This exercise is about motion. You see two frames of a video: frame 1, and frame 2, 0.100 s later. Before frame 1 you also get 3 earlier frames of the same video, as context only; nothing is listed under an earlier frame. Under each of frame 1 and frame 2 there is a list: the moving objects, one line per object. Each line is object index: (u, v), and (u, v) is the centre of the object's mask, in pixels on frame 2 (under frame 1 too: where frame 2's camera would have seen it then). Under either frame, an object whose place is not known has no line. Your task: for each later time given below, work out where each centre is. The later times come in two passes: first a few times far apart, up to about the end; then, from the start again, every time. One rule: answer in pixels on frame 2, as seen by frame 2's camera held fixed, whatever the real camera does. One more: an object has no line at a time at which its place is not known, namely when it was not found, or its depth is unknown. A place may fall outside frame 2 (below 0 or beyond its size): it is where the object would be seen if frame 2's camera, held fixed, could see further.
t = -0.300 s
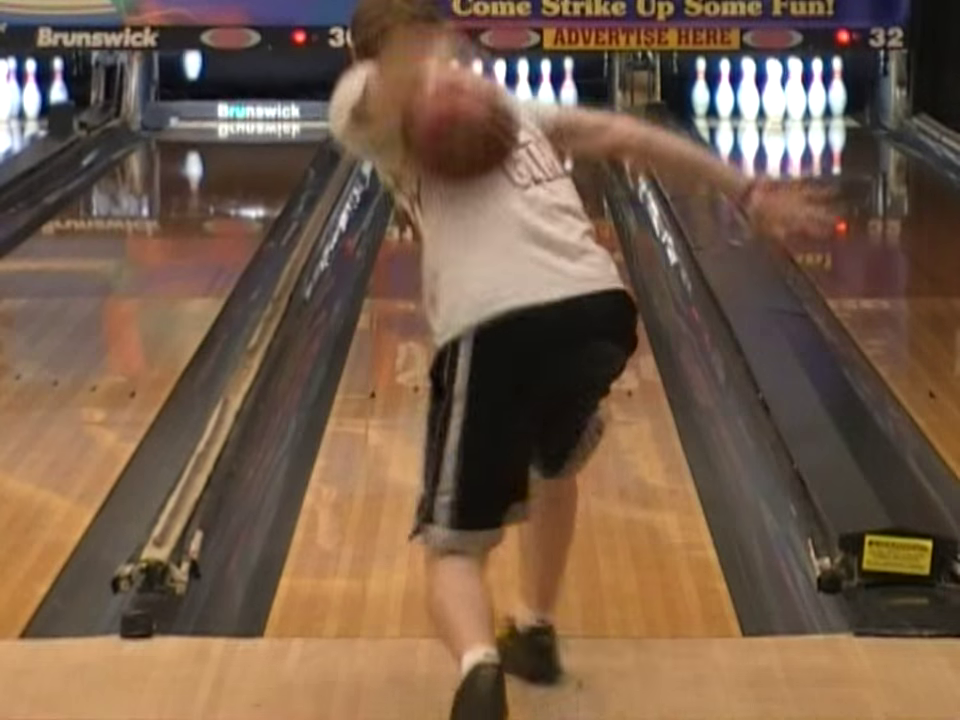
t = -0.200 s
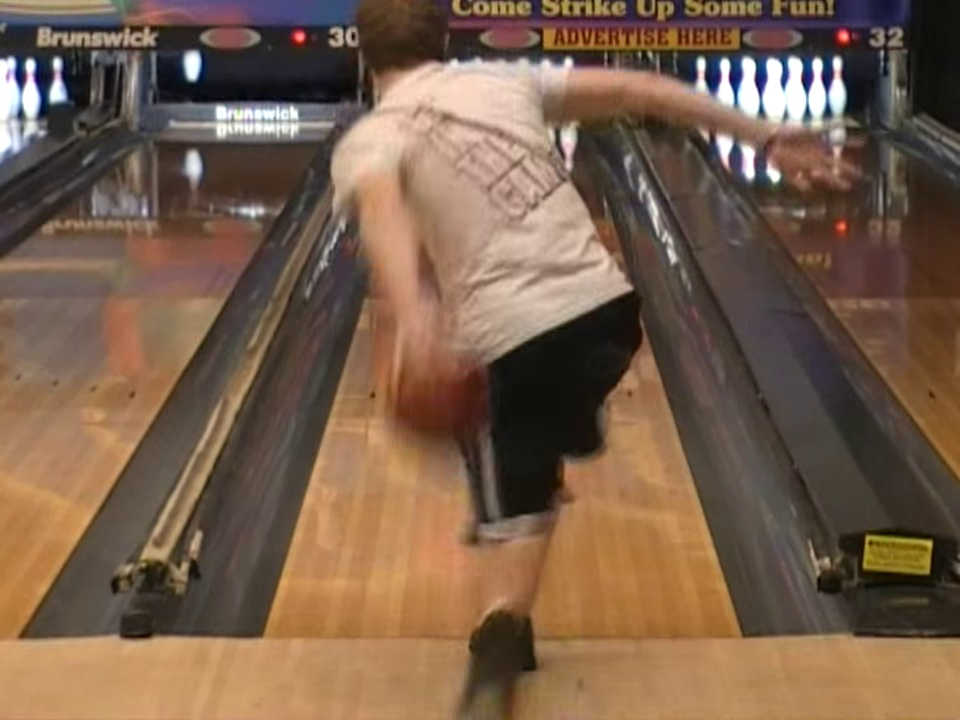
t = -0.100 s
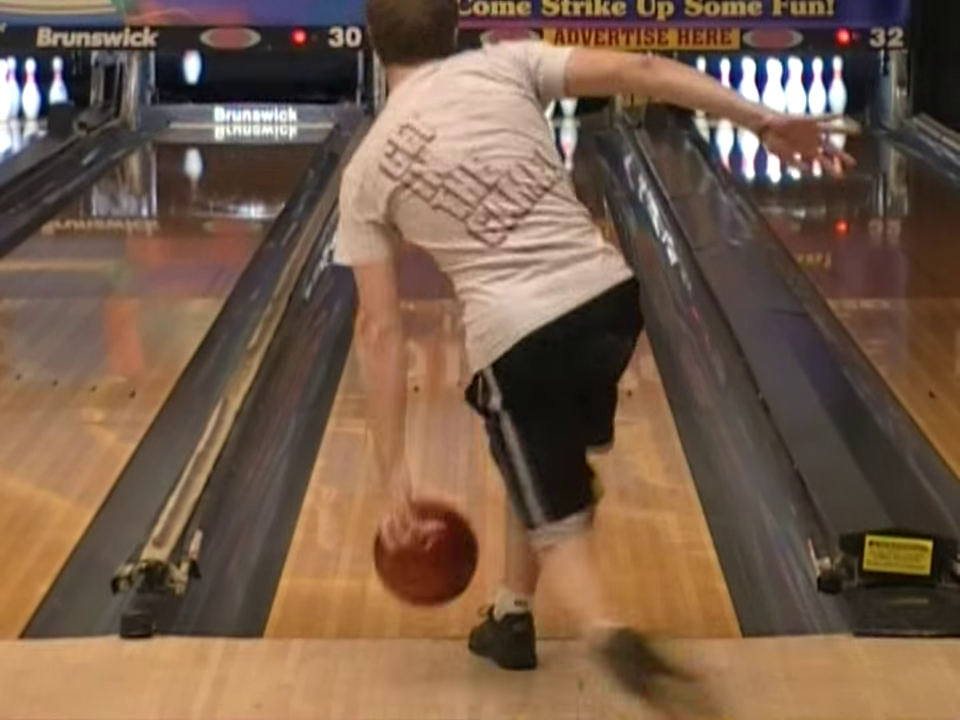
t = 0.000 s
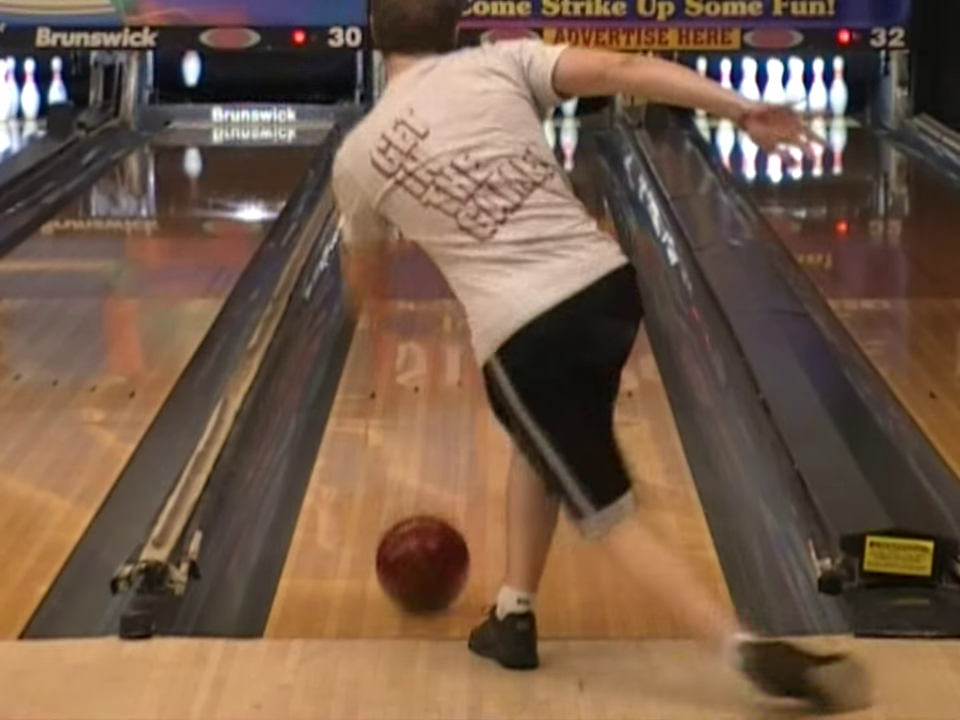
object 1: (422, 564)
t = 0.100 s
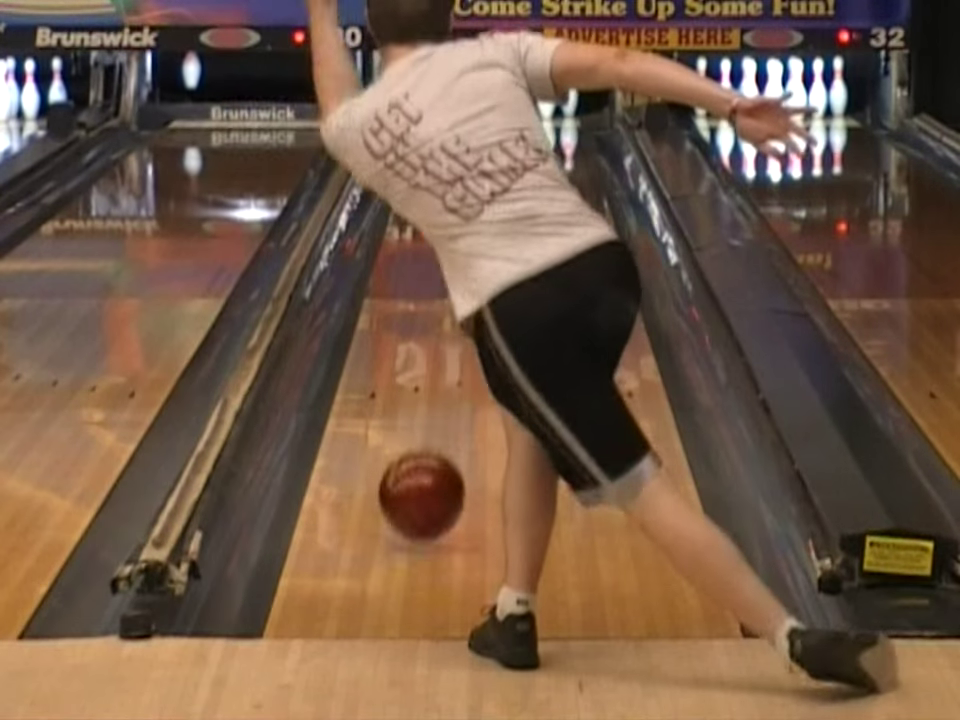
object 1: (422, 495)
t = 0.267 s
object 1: (421, 425)
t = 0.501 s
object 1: (421, 343)
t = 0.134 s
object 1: (421, 484)
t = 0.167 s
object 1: (421, 469)
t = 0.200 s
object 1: (421, 453)
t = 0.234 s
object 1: (421, 439)
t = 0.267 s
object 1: (421, 425)
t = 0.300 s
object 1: (421, 412)
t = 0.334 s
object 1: (421, 399)
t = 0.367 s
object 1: (421, 386)
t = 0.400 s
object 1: (421, 375)
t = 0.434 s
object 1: (422, 364)
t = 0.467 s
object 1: (421, 353)
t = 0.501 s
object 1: (421, 343)
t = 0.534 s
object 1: (422, 333)
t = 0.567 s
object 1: (422, 324)
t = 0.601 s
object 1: (422, 314)
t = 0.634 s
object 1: (422, 305)
